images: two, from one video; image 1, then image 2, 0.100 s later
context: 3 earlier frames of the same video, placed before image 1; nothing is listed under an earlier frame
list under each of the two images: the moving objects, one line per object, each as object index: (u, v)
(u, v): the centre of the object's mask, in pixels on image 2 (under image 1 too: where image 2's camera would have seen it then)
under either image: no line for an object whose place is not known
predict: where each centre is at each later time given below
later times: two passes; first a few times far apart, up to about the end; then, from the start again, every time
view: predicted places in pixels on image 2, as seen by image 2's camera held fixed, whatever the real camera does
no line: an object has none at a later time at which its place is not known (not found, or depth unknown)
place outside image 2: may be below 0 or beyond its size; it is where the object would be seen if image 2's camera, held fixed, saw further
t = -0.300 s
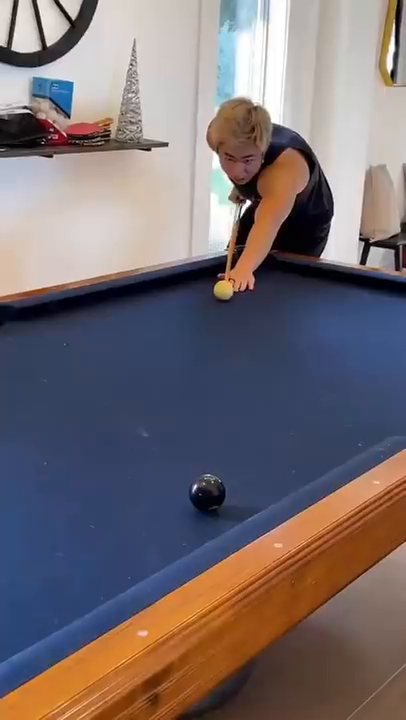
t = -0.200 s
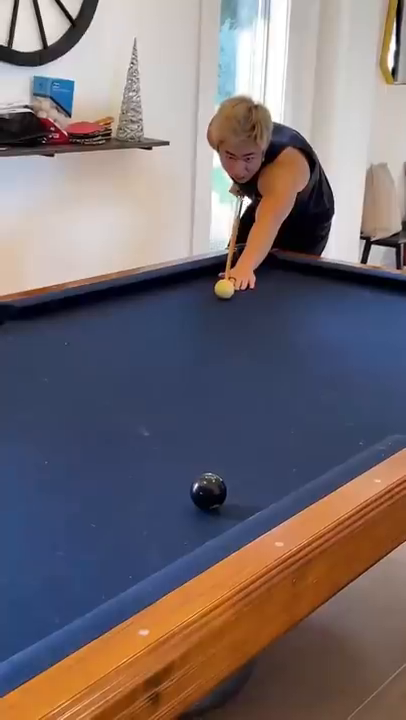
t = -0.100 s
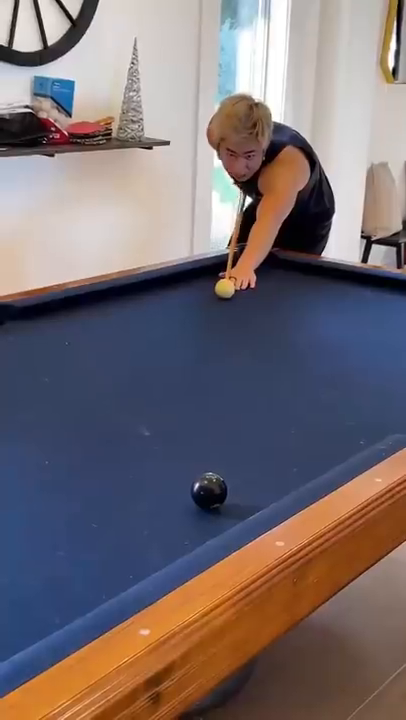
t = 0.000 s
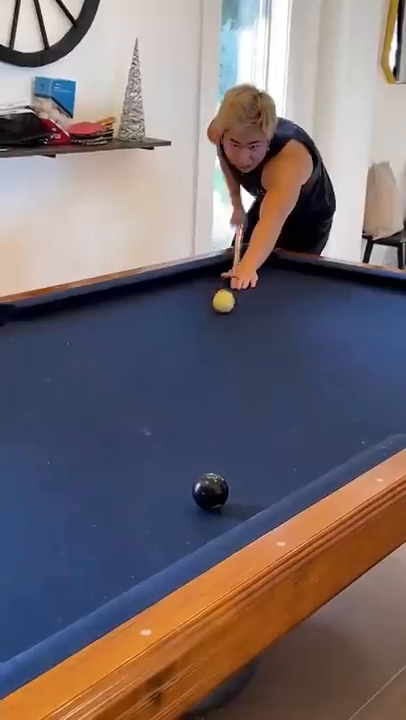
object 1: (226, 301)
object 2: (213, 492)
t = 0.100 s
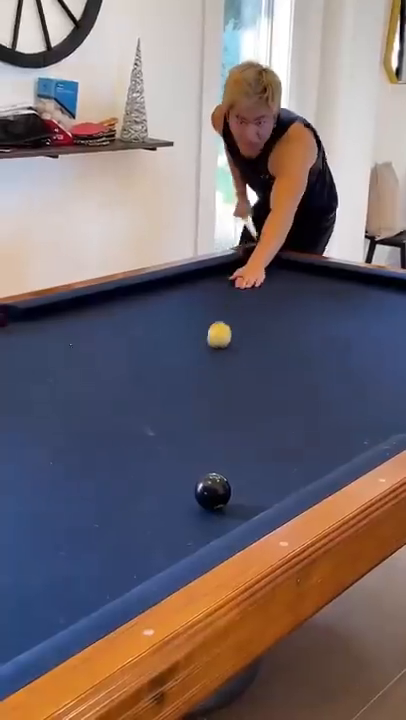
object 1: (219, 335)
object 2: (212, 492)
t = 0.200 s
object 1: (211, 375)
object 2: (213, 491)
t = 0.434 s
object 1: (151, 490)
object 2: (244, 506)
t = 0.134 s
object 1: (216, 347)
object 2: (212, 491)
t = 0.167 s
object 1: (213, 361)
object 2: (213, 491)
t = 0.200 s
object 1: (211, 375)
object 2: (213, 491)
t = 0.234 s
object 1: (208, 390)
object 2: (213, 491)
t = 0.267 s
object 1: (204, 407)
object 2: (212, 491)
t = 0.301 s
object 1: (200, 424)
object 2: (212, 491)
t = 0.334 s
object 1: (197, 443)
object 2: (212, 491)
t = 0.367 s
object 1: (192, 463)
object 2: (213, 492)
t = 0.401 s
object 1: (178, 481)
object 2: (221, 496)
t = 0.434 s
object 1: (151, 490)
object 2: (244, 506)
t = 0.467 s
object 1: (123, 500)
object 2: (231, 510)
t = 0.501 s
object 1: (96, 509)
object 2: (213, 508)
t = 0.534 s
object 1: (69, 518)
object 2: (196, 504)
